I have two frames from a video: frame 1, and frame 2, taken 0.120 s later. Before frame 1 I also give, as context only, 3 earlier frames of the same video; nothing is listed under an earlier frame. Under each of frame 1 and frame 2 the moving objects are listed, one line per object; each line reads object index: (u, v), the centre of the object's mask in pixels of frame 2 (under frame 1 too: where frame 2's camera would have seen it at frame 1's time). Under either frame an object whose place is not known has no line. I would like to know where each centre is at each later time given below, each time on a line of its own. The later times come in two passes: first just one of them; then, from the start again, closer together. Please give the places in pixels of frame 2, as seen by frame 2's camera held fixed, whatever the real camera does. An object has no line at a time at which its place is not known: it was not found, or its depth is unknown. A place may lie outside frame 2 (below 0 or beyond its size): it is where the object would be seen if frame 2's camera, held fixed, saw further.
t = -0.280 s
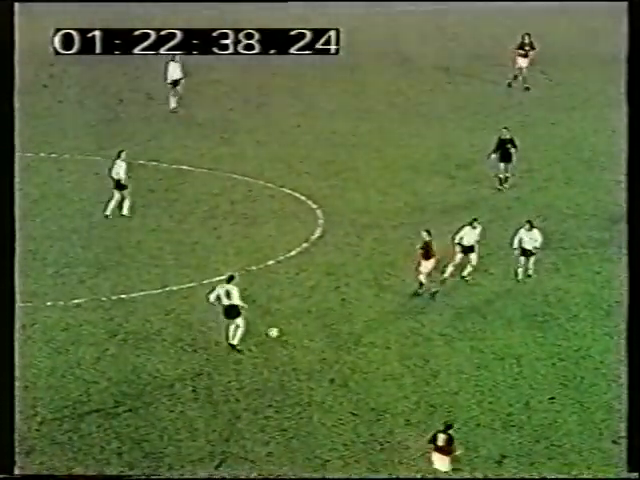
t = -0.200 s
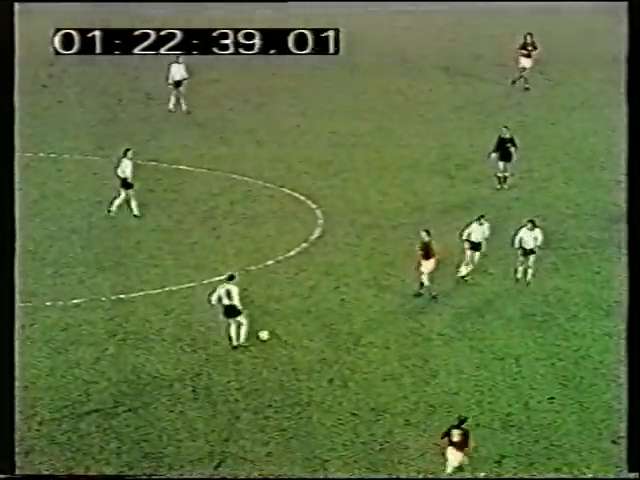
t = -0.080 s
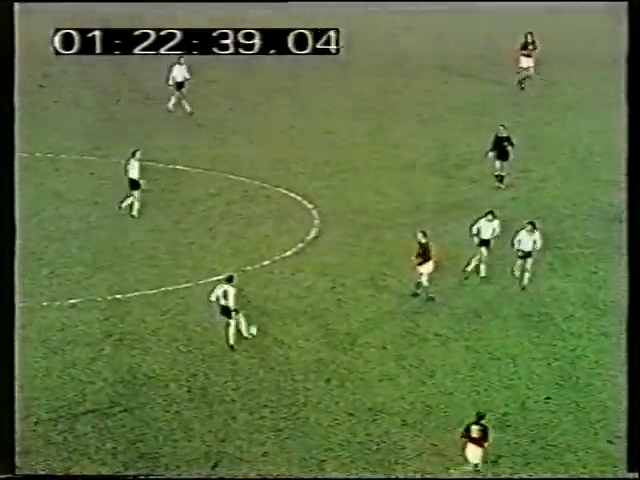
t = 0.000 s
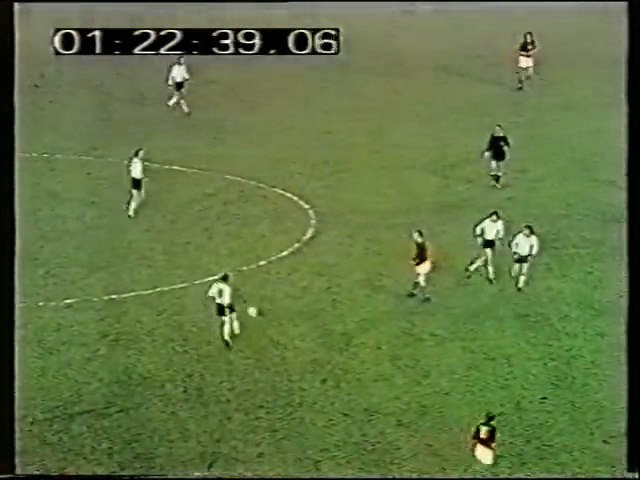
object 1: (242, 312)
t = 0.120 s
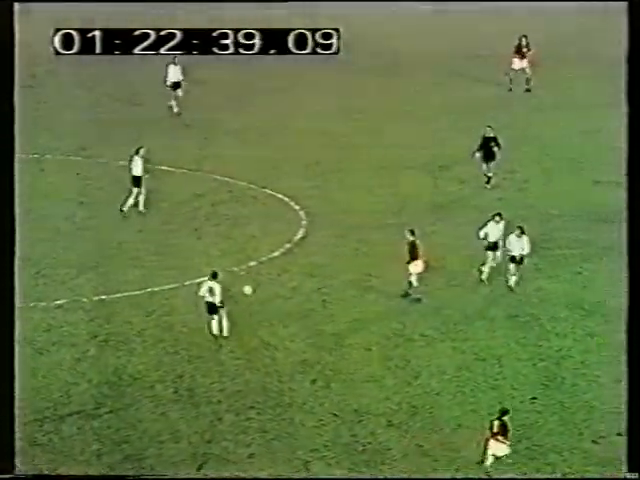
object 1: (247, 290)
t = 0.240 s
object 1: (251, 274)
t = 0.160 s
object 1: (248, 284)
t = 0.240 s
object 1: (251, 274)
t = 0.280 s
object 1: (251, 270)
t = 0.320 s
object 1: (251, 267)
